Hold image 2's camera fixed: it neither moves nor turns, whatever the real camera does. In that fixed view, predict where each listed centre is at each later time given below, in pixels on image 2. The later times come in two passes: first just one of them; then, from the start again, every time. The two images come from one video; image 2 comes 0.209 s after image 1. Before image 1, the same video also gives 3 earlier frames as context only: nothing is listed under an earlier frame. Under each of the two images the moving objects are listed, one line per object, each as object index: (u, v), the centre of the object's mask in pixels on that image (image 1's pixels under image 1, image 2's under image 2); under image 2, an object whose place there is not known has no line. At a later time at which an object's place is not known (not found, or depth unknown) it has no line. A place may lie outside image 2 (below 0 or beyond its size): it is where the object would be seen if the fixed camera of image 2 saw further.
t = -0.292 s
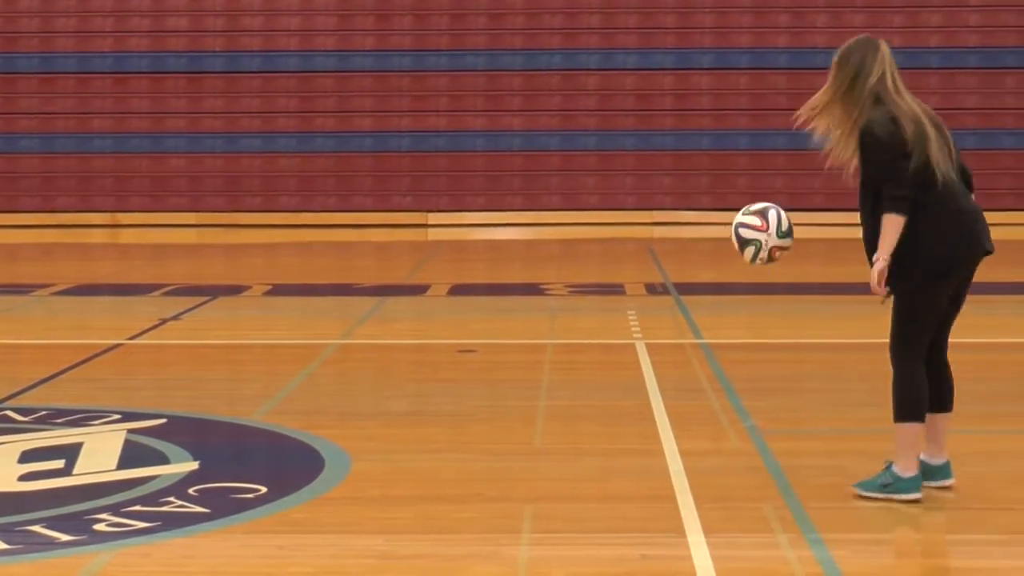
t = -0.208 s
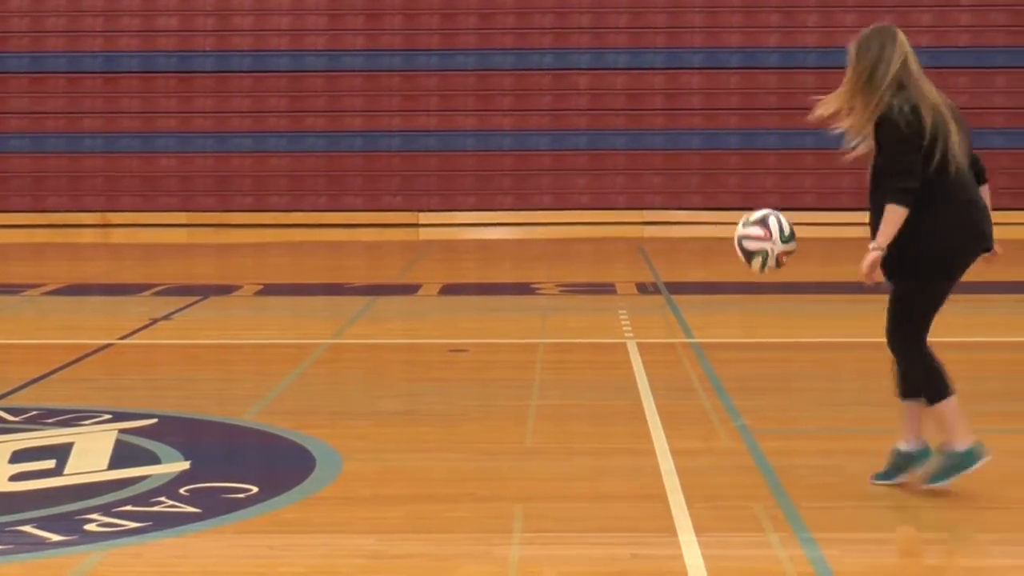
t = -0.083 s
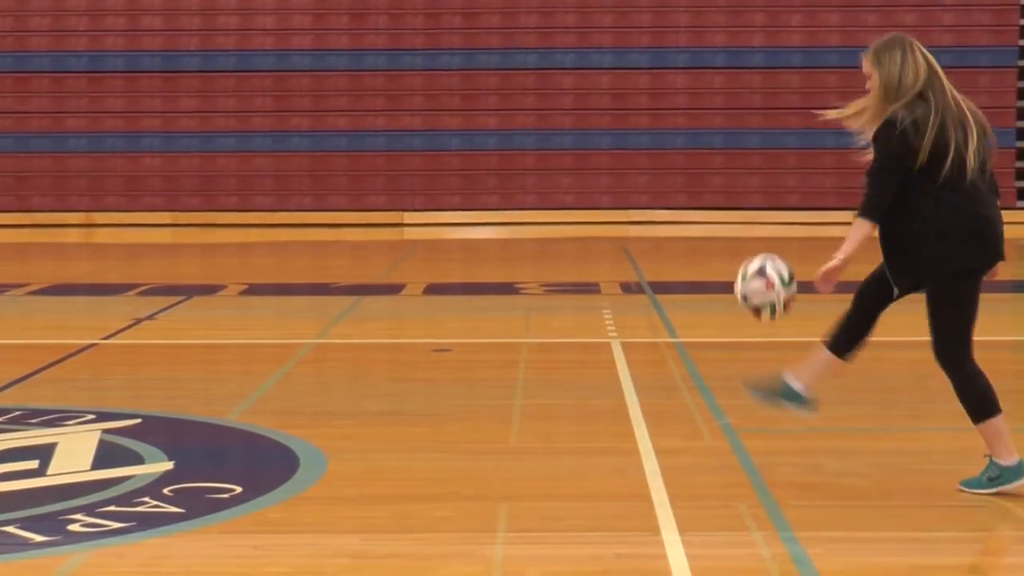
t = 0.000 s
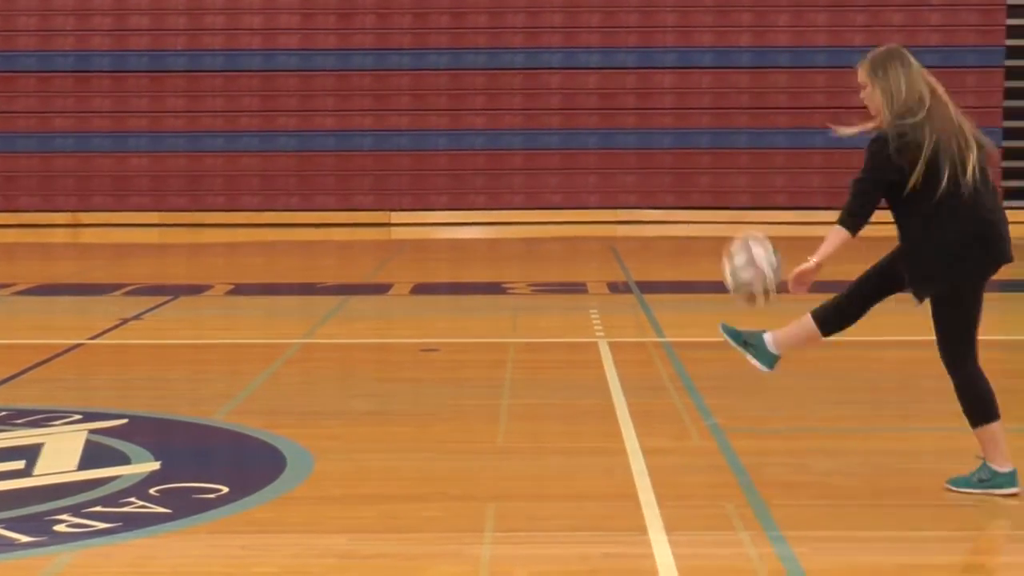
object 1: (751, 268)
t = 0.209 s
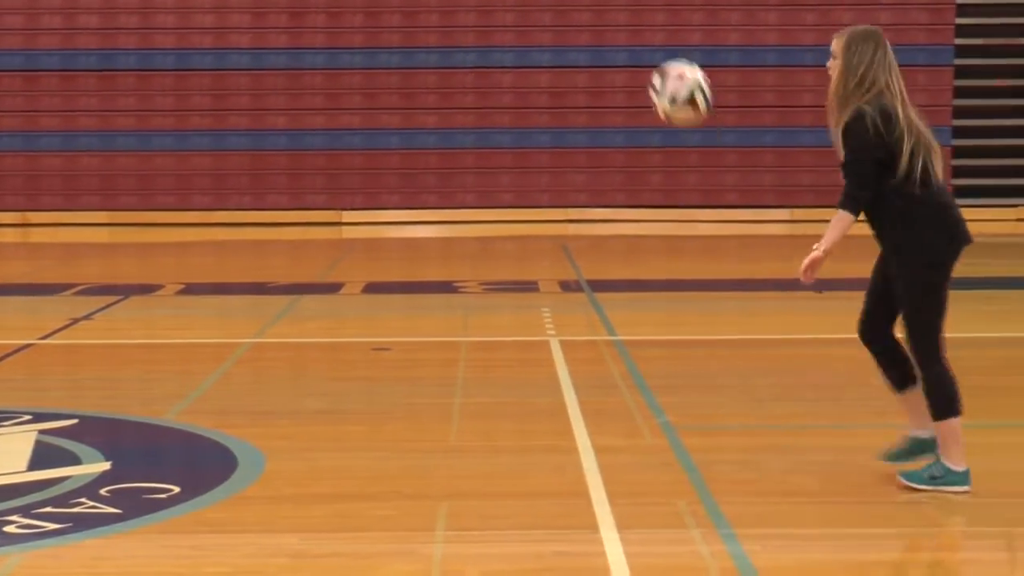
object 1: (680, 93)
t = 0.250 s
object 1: (675, 71)
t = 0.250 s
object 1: (675, 71)
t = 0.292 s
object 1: (670, 56)
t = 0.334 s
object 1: (664, 45)
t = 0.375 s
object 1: (659, 38)
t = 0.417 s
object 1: (653, 37)
